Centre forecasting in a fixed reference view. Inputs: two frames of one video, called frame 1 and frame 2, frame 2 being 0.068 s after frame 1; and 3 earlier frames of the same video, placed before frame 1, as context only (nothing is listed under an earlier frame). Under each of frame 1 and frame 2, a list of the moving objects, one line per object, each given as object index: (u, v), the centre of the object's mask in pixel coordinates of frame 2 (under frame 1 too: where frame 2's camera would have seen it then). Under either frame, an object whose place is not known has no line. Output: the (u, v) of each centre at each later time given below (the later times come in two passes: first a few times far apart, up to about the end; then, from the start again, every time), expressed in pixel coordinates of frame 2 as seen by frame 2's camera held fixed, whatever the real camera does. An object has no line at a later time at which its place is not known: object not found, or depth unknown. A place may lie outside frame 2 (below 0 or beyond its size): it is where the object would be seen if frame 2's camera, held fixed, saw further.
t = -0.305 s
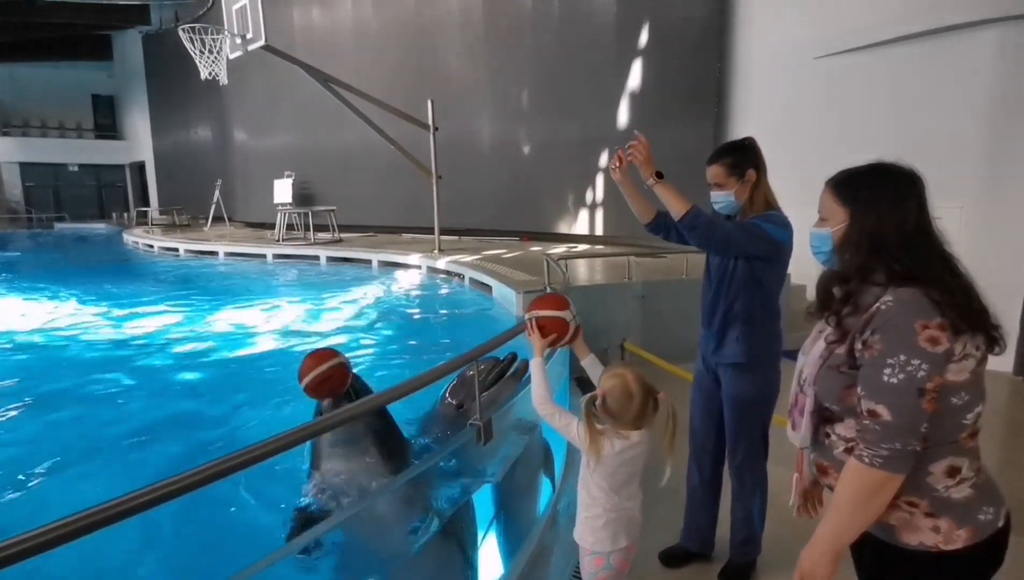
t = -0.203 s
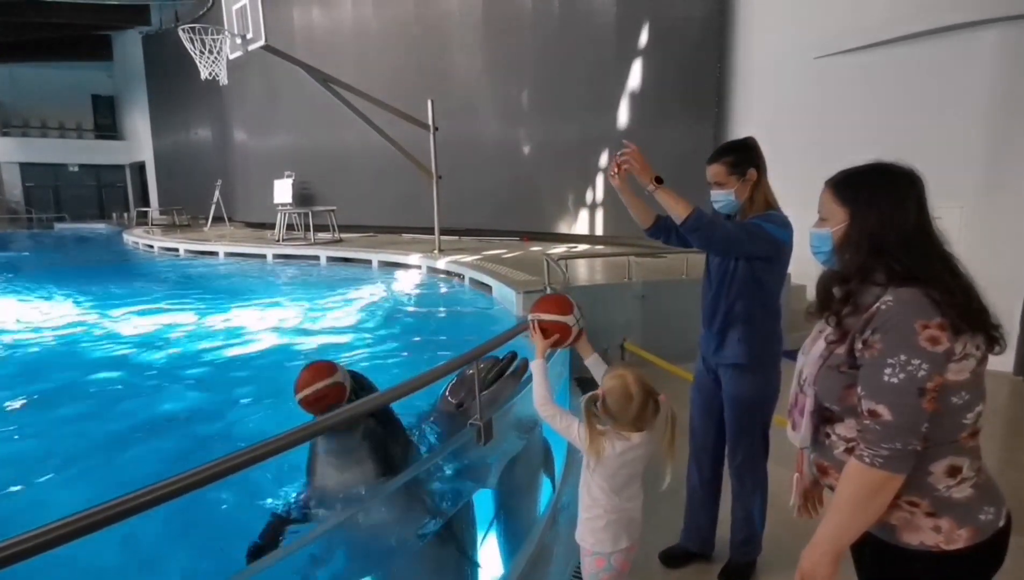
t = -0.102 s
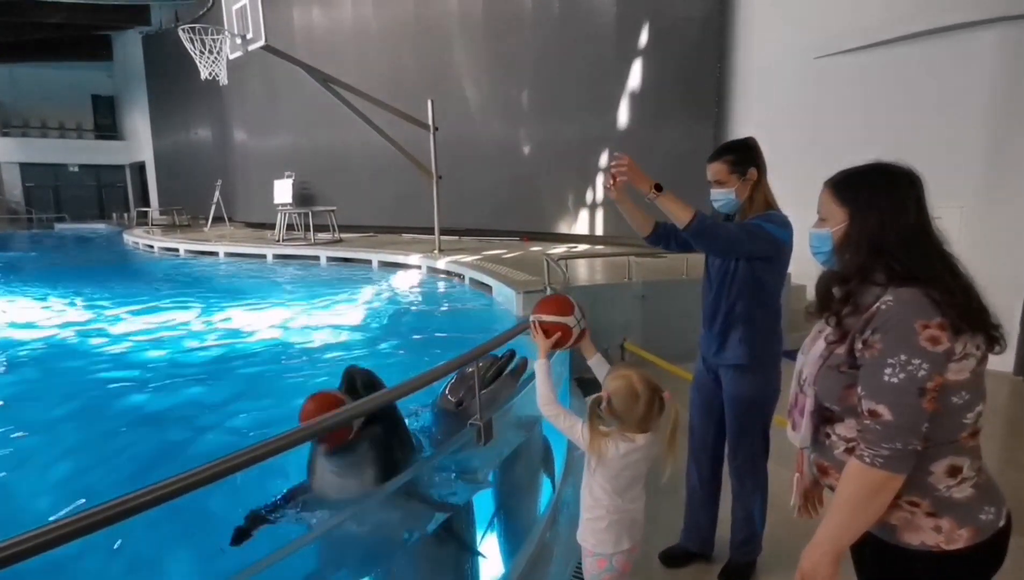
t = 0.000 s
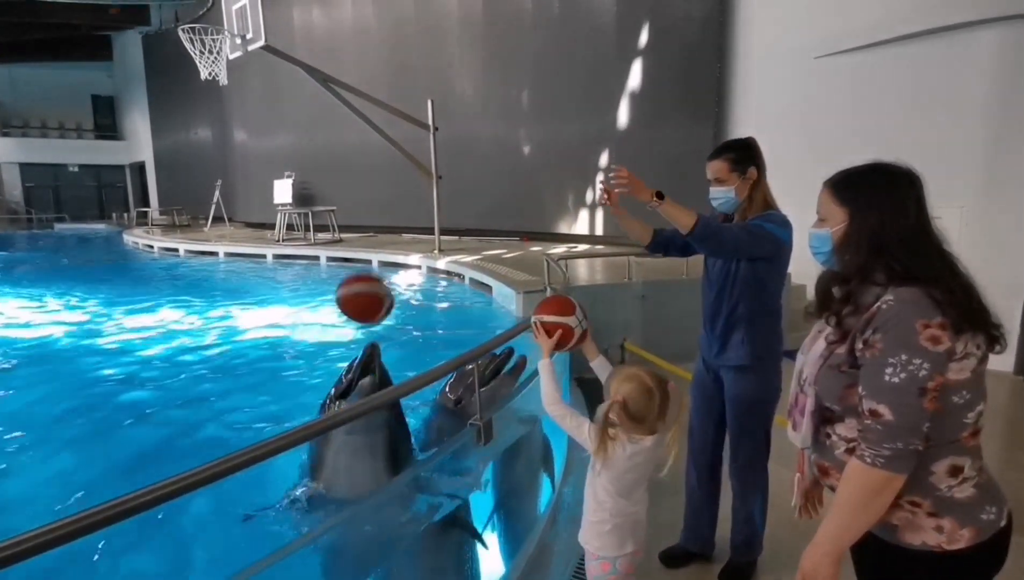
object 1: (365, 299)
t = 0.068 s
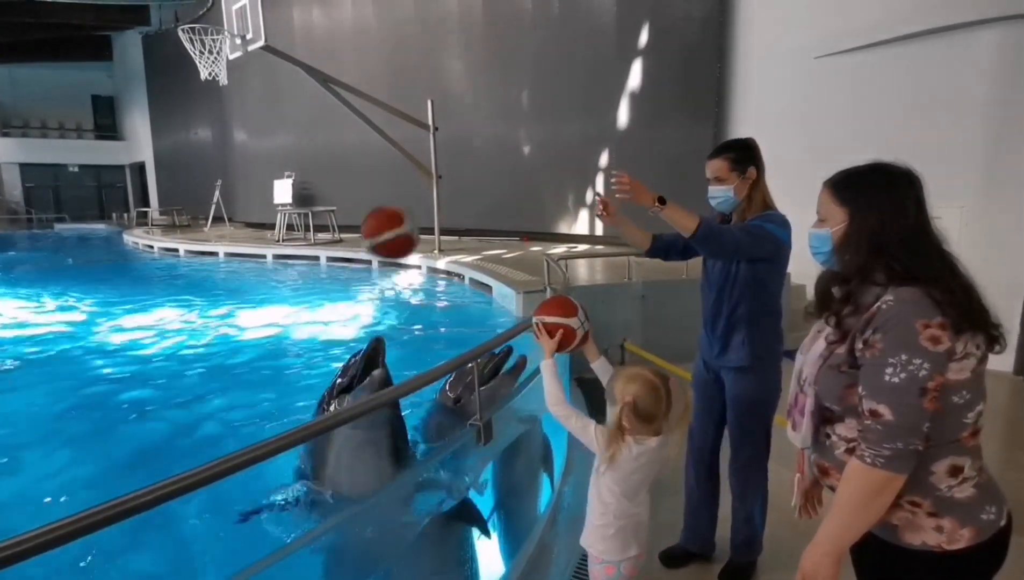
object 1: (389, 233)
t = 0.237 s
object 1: (455, 129)
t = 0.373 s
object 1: (506, 111)
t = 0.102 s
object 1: (403, 203)
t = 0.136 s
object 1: (416, 180)
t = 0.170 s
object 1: (429, 159)
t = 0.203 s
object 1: (443, 142)
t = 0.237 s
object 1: (455, 129)
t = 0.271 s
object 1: (468, 119)
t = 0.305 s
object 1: (481, 112)
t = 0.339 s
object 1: (493, 109)
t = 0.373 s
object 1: (506, 111)
